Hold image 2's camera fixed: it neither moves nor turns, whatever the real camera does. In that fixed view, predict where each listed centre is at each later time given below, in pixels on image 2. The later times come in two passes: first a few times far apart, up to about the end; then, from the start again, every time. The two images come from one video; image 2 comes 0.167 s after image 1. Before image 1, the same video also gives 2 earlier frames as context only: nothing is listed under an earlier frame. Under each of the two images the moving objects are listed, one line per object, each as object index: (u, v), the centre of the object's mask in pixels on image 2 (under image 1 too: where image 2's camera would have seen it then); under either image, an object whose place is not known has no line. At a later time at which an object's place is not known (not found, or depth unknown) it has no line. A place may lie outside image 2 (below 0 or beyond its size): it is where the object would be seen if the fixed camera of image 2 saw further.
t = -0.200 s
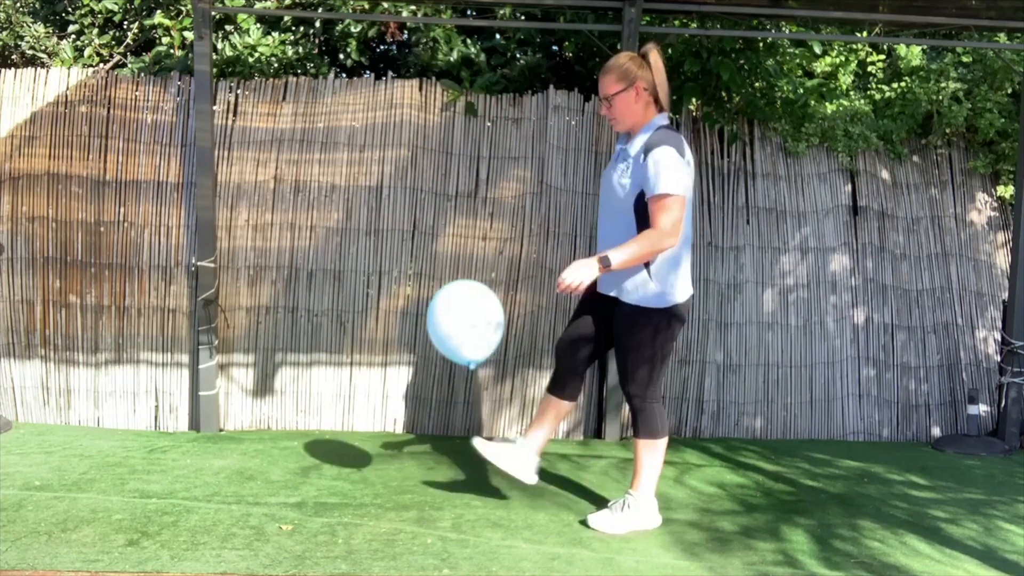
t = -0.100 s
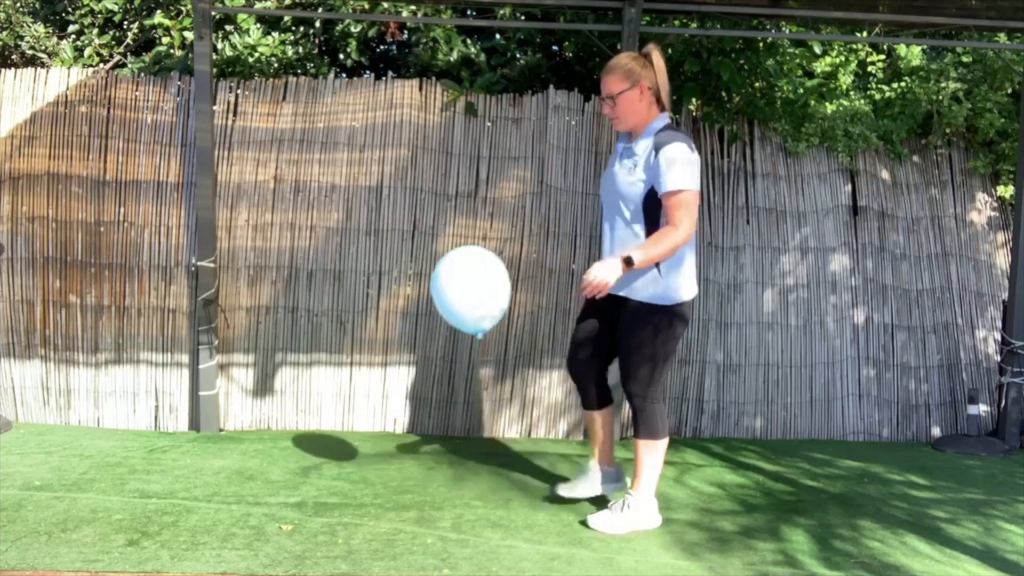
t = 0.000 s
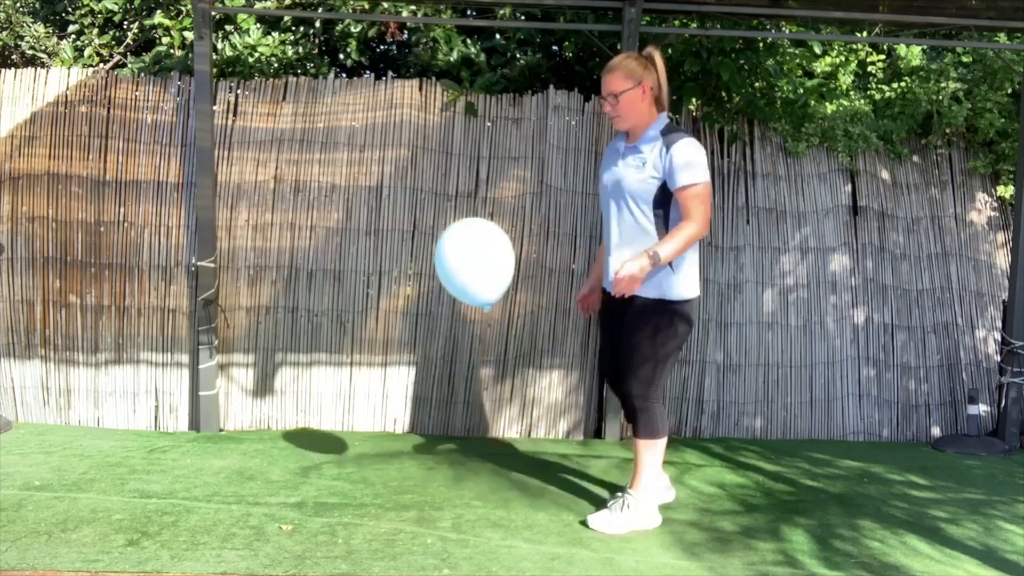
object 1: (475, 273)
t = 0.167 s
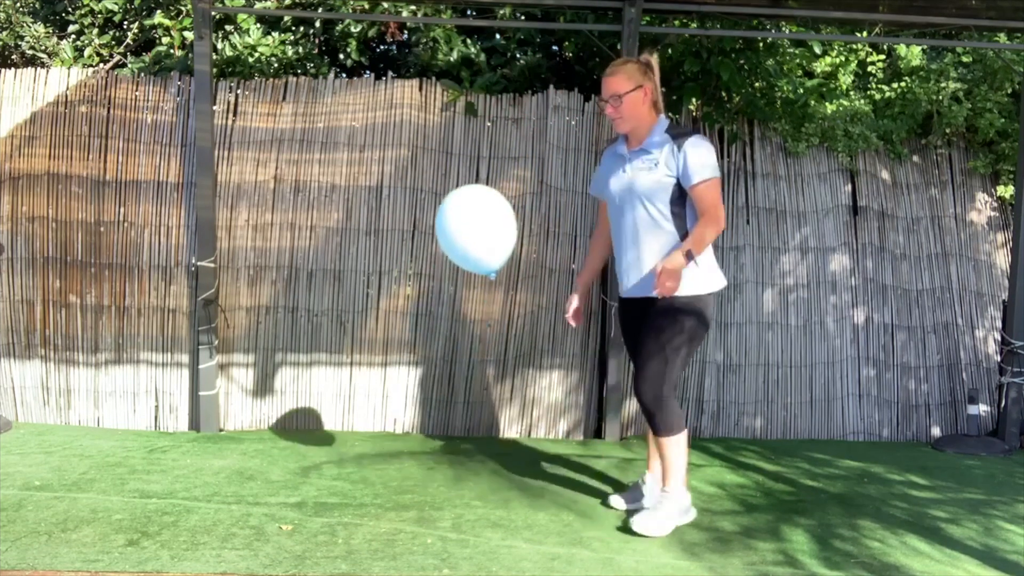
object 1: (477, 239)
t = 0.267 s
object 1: (474, 226)
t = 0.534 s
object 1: (464, 229)
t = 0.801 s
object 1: (452, 255)
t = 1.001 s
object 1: (445, 278)
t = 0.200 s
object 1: (476, 231)
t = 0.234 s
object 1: (475, 228)
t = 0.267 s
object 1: (474, 226)
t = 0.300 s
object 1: (473, 224)
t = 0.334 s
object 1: (472, 224)
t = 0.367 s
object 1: (472, 225)
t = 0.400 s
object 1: (470, 223)
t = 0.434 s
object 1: (468, 226)
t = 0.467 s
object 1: (467, 226)
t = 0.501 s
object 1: (465, 227)
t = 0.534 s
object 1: (464, 229)
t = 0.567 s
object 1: (462, 230)
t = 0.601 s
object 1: (461, 232)
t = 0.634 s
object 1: (459, 234)
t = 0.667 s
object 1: (458, 238)
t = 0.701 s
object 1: (457, 243)
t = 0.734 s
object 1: (455, 247)
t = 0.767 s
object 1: (453, 251)
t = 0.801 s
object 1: (452, 255)
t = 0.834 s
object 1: (451, 248)
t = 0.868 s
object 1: (450, 253)
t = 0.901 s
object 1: (449, 259)
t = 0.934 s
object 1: (447, 265)
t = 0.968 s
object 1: (446, 271)
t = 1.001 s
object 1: (445, 278)
